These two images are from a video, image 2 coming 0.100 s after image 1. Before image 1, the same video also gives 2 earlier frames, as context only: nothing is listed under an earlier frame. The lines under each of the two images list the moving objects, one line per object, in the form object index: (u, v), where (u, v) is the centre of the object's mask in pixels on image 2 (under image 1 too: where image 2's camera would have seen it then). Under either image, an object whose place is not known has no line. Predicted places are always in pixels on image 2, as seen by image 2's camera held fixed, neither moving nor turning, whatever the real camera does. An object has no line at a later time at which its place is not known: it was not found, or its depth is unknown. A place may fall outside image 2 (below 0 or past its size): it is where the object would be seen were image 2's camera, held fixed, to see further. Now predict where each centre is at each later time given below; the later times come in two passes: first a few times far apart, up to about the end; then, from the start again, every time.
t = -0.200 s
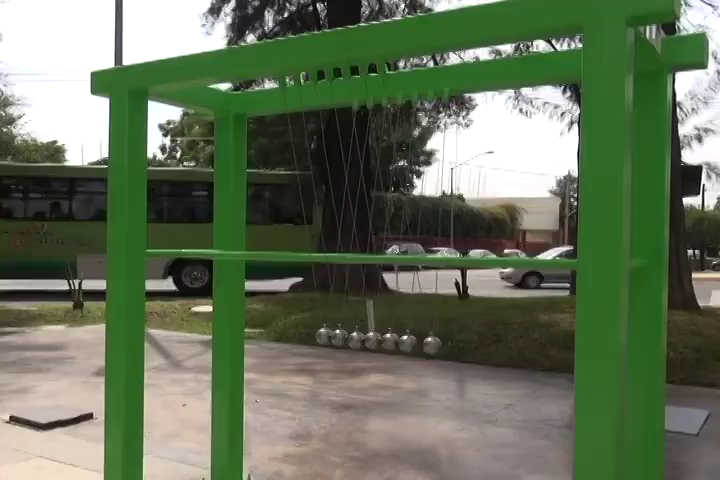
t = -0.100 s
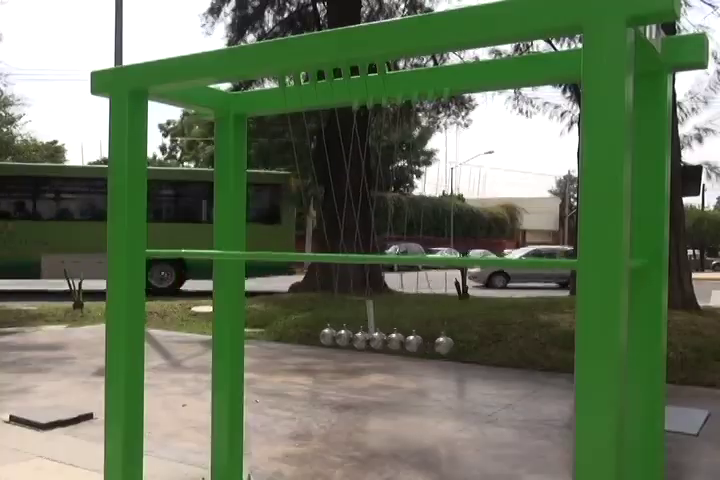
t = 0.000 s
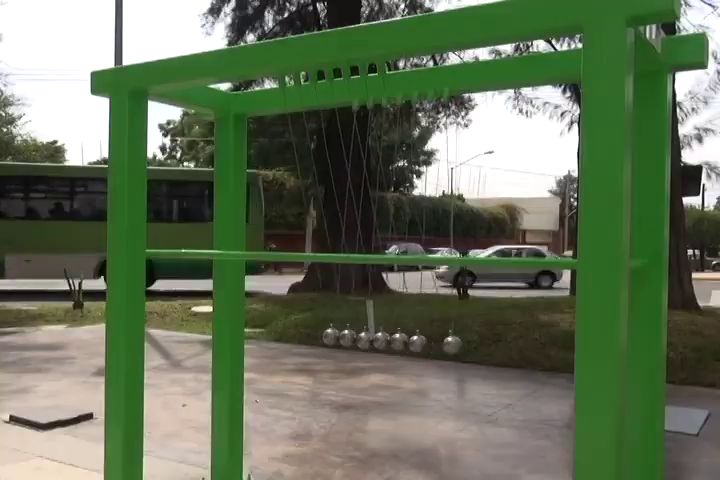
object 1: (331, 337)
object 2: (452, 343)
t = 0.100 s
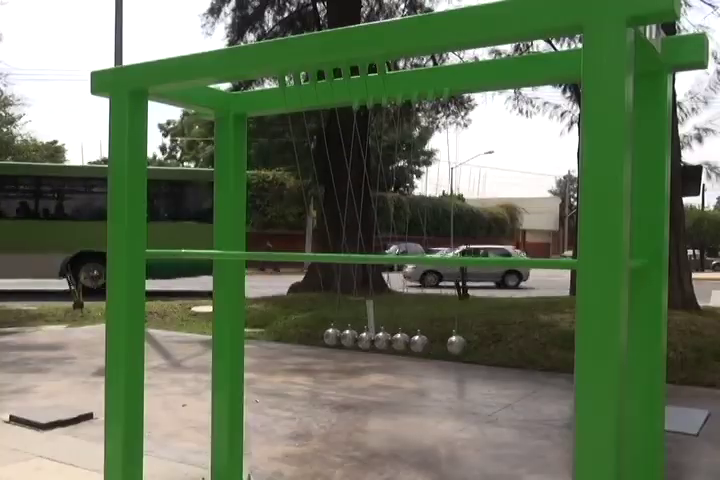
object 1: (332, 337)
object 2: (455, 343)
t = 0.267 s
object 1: (330, 337)
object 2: (451, 343)
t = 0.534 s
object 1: (318, 336)
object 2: (421, 343)
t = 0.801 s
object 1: (296, 333)
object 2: (399, 341)
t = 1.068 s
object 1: (285, 330)
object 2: (392, 340)
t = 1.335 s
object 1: (295, 332)
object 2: (399, 341)
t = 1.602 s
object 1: (318, 336)
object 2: (418, 342)
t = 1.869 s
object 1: (331, 336)
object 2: (443, 343)
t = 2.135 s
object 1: (332, 337)
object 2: (444, 343)
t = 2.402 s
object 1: (320, 336)
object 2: (421, 343)
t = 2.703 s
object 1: (299, 334)
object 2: (398, 341)
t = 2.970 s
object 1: (291, 332)
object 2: (391, 340)
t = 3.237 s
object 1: (300, 334)
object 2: (398, 341)
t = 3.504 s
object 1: (319, 335)
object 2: (418, 342)
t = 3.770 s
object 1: (332, 337)
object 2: (439, 344)
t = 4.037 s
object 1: (332, 337)
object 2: (439, 344)
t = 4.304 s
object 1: (320, 336)
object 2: (418, 343)
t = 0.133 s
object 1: (332, 337)
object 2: (456, 343)
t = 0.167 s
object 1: (332, 337)
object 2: (455, 343)
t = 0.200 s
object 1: (331, 337)
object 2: (454, 343)
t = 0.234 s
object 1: (331, 337)
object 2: (453, 343)
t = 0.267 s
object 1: (330, 337)
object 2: (451, 343)
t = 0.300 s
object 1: (329, 337)
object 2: (449, 343)
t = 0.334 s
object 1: (328, 337)
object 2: (446, 343)
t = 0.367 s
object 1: (327, 336)
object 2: (442, 344)
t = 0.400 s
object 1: (326, 336)
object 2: (438, 344)
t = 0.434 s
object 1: (324, 336)
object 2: (435, 343)
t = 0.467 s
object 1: (322, 336)
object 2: (430, 343)
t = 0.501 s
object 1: (320, 336)
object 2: (426, 343)
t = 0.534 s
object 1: (318, 336)
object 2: (421, 343)
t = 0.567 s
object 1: (316, 335)
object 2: (417, 342)
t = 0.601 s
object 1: (314, 335)
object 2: (412, 342)
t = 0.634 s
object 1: (312, 335)
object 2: (409, 341)
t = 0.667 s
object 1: (308, 335)
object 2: (407, 342)
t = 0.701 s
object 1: (306, 335)
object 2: (405, 341)
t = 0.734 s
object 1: (303, 334)
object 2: (403, 341)
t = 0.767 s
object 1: (299, 333)
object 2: (401, 341)
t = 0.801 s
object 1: (296, 333)
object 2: (399, 341)
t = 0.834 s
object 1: (294, 332)
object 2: (398, 341)
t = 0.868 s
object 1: (291, 332)
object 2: (396, 341)
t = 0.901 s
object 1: (291, 332)
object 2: (395, 340)
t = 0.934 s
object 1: (288, 331)
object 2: (394, 340)
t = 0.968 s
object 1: (286, 330)
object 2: (393, 340)
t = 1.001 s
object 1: (285, 331)
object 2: (393, 340)
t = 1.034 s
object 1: (285, 330)
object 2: (393, 340)
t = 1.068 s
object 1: (285, 330)
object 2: (392, 340)
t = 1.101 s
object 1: (284, 330)
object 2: (392, 340)
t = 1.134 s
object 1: (285, 331)
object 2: (393, 340)
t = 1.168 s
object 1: (286, 330)
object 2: (393, 340)
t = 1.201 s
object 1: (287, 331)
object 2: (394, 340)
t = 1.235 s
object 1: (288, 332)
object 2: (395, 340)
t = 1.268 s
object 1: (291, 332)
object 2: (396, 340)
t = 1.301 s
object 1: (292, 332)
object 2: (397, 340)
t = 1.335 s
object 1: (295, 332)
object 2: (399, 341)
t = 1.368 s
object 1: (298, 333)
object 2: (400, 341)
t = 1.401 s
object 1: (301, 333)
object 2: (402, 341)
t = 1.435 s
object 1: (305, 334)
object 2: (404, 341)
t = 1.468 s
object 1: (308, 335)
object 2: (406, 341)
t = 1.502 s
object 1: (311, 335)
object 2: (409, 341)
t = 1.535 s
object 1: (314, 335)
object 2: (411, 342)
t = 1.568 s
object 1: (316, 335)
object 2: (414, 342)
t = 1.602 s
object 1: (318, 336)
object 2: (418, 342)
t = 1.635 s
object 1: (320, 336)
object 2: (422, 343)
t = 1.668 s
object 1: (322, 336)
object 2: (426, 343)
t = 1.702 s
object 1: (324, 336)
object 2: (429, 343)
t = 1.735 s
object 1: (326, 336)
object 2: (432, 343)
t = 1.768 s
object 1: (327, 336)
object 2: (436, 343)
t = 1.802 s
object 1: (329, 336)
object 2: (438, 343)
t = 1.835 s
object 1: (330, 337)
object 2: (441, 343)
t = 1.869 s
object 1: (331, 336)
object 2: (443, 343)
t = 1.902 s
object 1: (332, 337)
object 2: (445, 343)
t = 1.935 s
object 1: (333, 337)
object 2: (446, 343)
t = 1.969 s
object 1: (333, 336)
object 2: (447, 343)
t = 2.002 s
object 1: (333, 336)
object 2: (447, 343)
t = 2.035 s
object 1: (333, 336)
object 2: (447, 343)
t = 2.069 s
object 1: (333, 336)
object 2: (446, 343)
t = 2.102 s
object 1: (333, 336)
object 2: (446, 343)
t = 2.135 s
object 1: (332, 337)
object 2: (444, 343)
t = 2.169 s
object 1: (331, 336)
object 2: (442, 343)
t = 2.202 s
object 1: (330, 337)
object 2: (441, 343)
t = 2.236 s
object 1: (329, 337)
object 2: (438, 343)
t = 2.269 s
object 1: (328, 336)
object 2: (435, 344)
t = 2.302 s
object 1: (326, 336)
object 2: (432, 343)
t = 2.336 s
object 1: (324, 336)
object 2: (429, 343)
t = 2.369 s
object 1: (322, 336)
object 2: (425, 343)
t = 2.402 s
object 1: (320, 336)
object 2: (421, 343)
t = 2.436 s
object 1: (318, 336)
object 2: (417, 342)
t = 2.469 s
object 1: (316, 335)
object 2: (414, 342)
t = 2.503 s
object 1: (313, 335)
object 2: (411, 342)
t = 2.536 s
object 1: (311, 335)
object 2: (409, 342)
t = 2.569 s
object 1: (308, 334)
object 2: (406, 342)
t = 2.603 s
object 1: (306, 334)
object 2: (404, 342)
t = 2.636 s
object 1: (303, 334)
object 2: (402, 341)
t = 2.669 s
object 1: (301, 334)
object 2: (400, 341)
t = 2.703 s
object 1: (299, 334)
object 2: (398, 341)
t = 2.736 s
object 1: (297, 333)
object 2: (397, 341)
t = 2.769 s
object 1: (296, 333)
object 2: (395, 340)
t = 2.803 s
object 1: (294, 333)
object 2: (394, 340)
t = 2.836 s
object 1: (293, 332)
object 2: (393, 340)
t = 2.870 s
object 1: (291, 331)
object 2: (392, 340)
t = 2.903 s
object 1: (291, 331)
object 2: (391, 340)
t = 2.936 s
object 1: (291, 331)
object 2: (391, 340)
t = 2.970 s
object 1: (291, 332)
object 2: (391, 340)
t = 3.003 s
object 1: (291, 332)
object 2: (391, 340)
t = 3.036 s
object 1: (292, 332)
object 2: (391, 340)
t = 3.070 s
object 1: (292, 332)
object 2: (392, 340)
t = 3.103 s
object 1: (294, 333)
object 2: (393, 340)
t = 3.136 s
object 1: (295, 333)
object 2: (394, 340)
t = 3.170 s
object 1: (297, 333)
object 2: (395, 340)
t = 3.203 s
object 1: (298, 333)
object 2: (397, 341)
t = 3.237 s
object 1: (300, 334)
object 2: (398, 341)
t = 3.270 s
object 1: (302, 334)
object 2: (400, 341)
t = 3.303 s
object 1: (305, 334)
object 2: (402, 341)
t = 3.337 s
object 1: (308, 334)
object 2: (405, 341)
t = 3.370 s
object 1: (310, 335)
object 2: (407, 342)
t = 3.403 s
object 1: (313, 335)
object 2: (409, 342)
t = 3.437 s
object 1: (315, 335)
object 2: (412, 342)
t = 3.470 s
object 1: (317, 335)
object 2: (415, 342)
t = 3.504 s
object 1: (319, 335)
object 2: (418, 342)
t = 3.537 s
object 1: (321, 335)
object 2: (422, 342)
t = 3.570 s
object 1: (323, 336)
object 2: (425, 343)
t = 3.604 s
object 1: (325, 336)
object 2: (428, 343)
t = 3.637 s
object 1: (326, 336)
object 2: (430, 343)
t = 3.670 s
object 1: (328, 336)
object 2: (433, 343)
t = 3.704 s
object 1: (329, 336)
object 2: (435, 343)
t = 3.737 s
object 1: (330, 336)
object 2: (437, 343)
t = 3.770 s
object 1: (332, 337)
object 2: (439, 344)
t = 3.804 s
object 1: (333, 336)
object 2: (440, 344)
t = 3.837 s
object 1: (333, 336)
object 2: (441, 344)
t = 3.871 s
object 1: (334, 337)
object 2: (442, 343)
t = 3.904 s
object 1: (334, 337)
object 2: (442, 343)
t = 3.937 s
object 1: (334, 337)
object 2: (442, 343)
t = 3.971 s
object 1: (333, 336)
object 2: (441, 343)
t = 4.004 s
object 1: (333, 337)
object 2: (440, 343)
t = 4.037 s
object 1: (332, 337)
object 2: (439, 344)
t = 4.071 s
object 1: (331, 336)
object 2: (437, 343)
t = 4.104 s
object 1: (330, 336)
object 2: (435, 344)
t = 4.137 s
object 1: (329, 336)
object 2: (433, 343)
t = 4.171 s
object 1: (327, 336)
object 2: (430, 343)
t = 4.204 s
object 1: (326, 336)
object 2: (428, 343)
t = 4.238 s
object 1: (324, 336)
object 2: (425, 343)
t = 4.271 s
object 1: (322, 336)
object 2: (422, 343)
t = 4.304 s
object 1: (320, 336)
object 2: (418, 343)
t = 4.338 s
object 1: (318, 335)
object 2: (415, 342)
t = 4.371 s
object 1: (316, 335)
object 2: (412, 342)
